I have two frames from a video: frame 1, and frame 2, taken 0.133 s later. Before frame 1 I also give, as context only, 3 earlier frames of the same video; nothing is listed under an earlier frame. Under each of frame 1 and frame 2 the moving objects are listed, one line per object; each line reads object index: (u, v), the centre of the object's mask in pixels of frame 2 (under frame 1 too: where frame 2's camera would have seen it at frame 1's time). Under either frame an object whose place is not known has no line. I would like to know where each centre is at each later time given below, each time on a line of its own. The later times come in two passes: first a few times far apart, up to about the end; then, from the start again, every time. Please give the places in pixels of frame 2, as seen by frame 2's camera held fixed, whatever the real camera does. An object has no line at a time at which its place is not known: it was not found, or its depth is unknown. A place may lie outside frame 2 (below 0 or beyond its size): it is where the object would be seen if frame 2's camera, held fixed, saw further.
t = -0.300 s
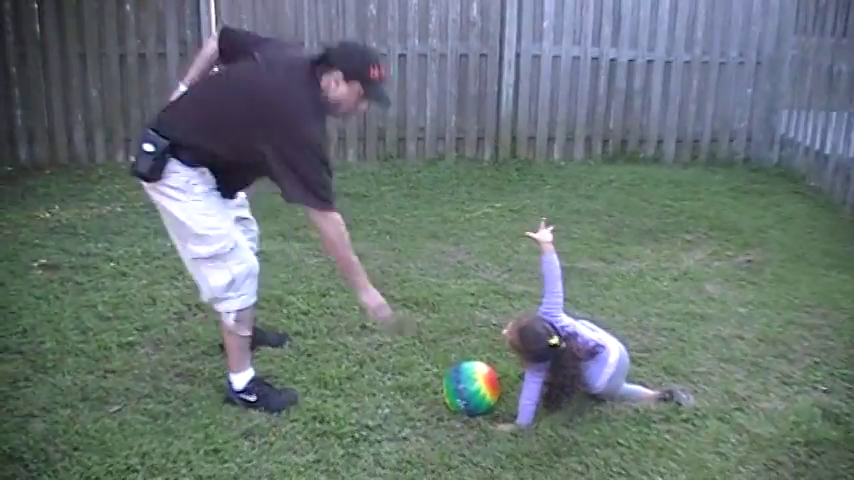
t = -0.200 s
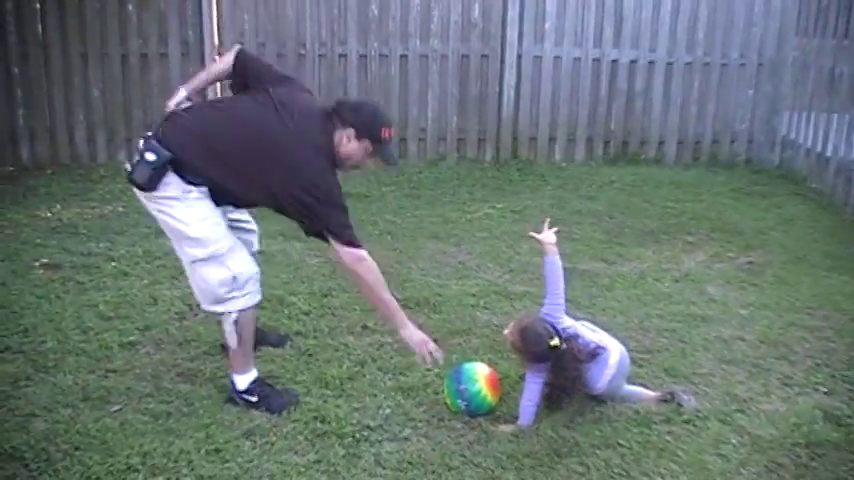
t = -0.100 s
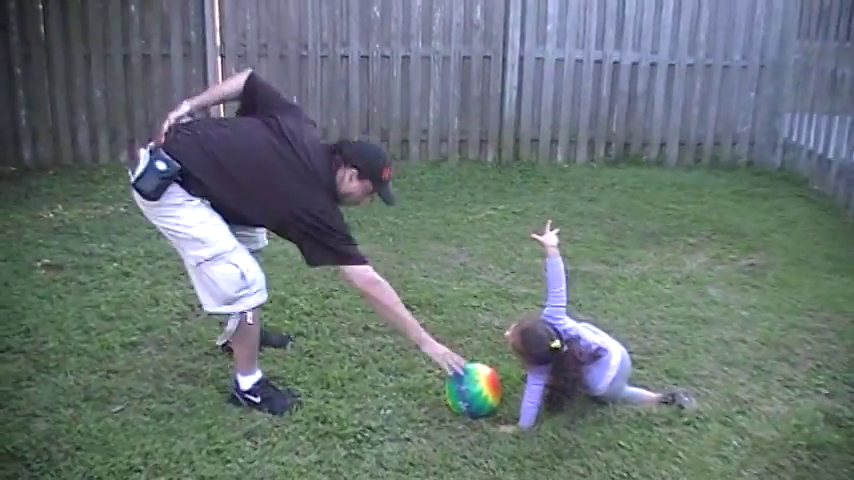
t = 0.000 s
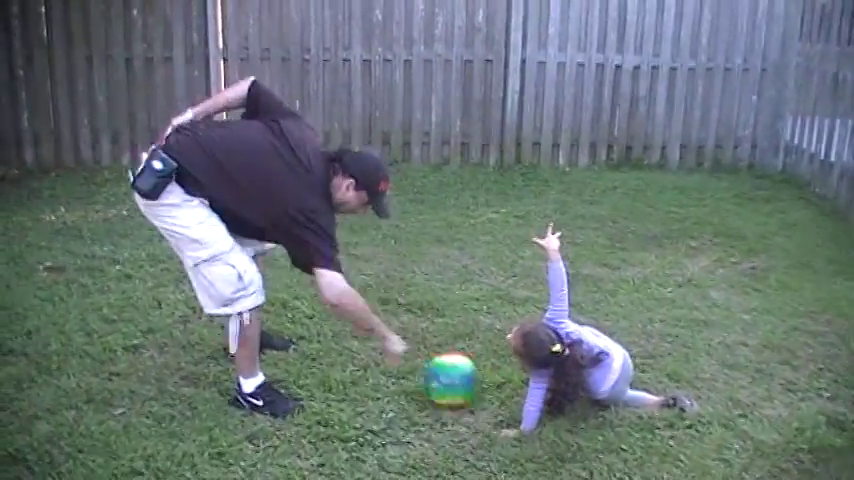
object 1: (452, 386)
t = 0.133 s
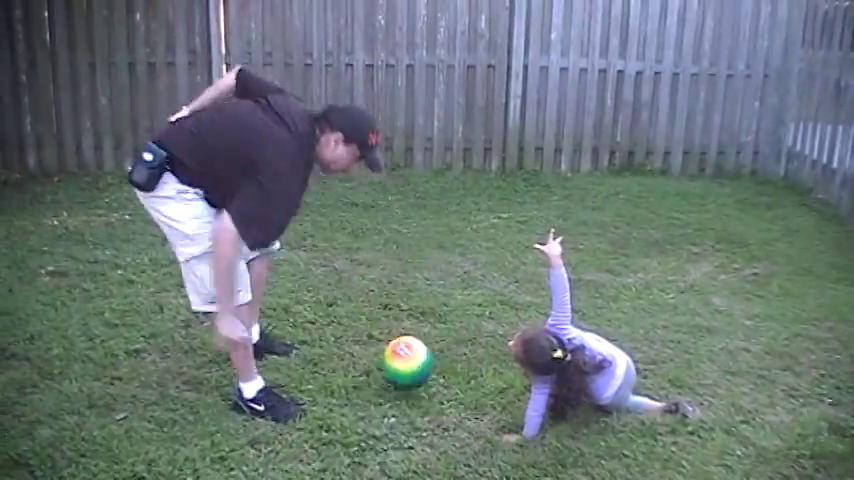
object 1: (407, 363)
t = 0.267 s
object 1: (367, 348)
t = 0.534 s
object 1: (301, 324)
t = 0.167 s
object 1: (394, 361)
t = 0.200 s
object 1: (385, 360)
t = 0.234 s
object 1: (376, 356)
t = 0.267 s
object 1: (367, 348)
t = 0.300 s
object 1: (357, 342)
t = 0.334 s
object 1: (350, 337)
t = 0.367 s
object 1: (340, 333)
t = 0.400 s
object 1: (333, 331)
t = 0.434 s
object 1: (325, 330)
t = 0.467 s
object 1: (316, 327)
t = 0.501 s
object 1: (308, 326)
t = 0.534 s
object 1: (301, 324)
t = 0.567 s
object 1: (293, 320)
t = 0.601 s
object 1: (287, 315)
